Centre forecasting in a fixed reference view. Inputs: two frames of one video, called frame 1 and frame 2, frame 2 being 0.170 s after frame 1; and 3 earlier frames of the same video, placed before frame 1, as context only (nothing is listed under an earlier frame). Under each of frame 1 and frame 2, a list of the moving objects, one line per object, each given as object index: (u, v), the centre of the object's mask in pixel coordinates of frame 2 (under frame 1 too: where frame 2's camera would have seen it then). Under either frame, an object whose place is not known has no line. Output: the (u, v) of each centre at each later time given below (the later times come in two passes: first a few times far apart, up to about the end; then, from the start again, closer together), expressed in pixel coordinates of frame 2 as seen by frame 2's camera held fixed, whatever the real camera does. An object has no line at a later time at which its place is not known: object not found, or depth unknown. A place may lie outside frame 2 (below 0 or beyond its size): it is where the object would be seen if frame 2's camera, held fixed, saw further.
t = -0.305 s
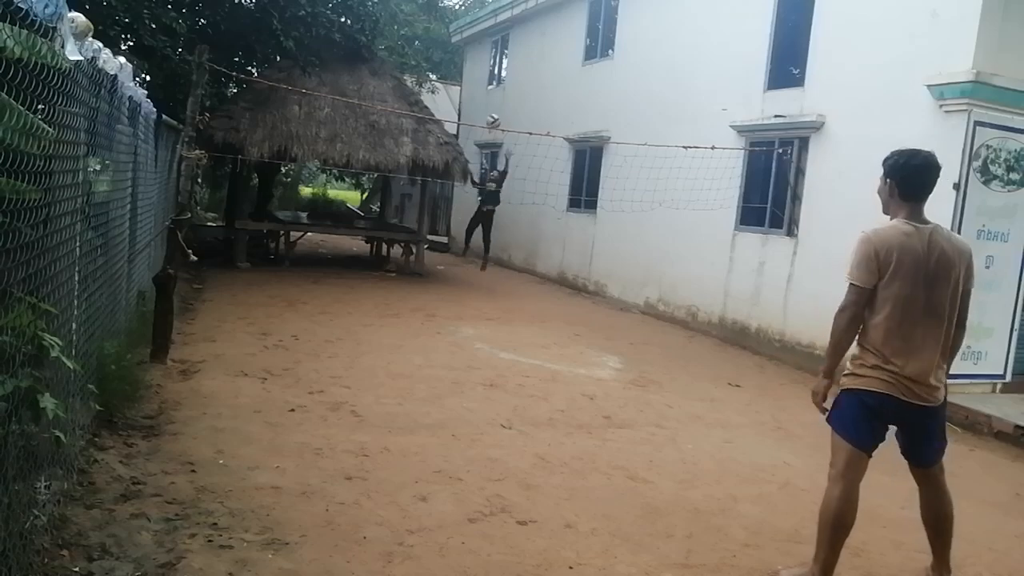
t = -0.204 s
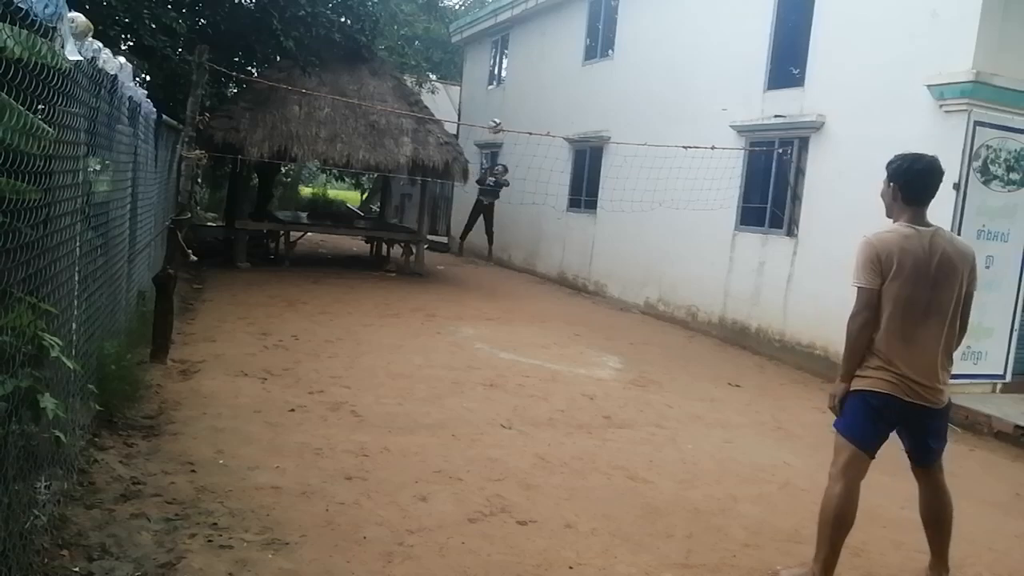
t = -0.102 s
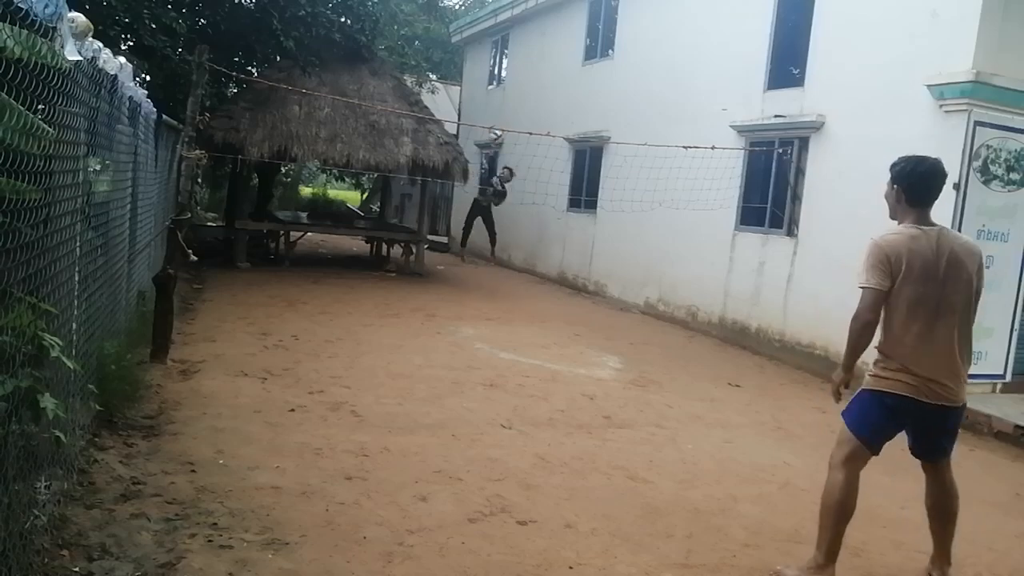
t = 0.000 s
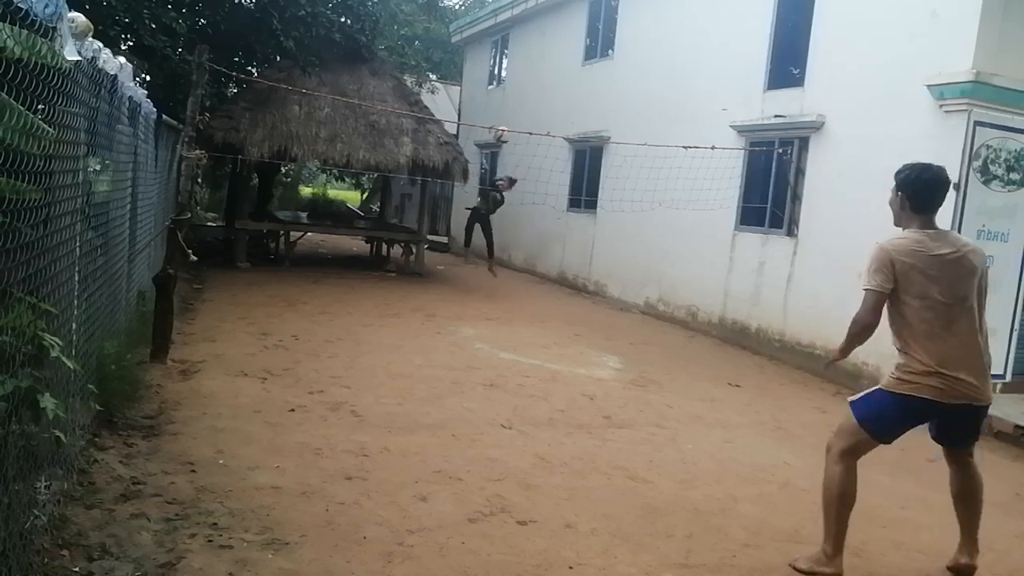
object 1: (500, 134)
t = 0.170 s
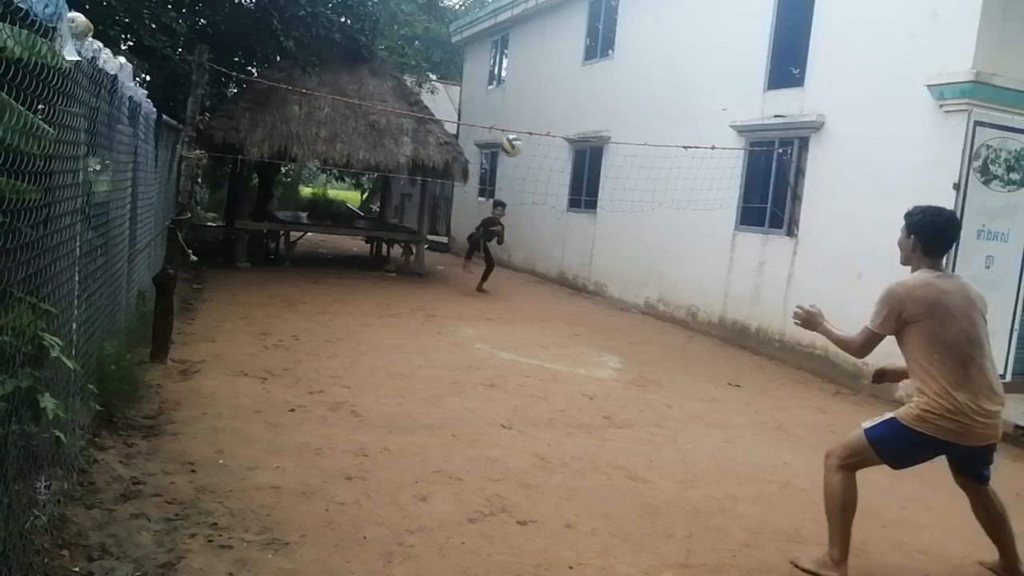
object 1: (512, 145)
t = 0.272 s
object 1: (516, 176)
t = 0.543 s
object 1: (596, 219)
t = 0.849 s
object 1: (734, 452)
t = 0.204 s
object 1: (513, 153)
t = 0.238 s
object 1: (514, 163)
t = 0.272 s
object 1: (516, 176)
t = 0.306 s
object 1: (520, 186)
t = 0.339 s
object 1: (531, 187)
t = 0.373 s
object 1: (541, 188)
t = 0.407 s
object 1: (551, 190)
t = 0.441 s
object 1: (562, 194)
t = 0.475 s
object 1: (573, 201)
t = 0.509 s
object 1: (584, 208)
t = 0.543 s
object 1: (596, 219)
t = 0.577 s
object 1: (608, 232)
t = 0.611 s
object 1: (622, 247)
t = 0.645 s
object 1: (635, 265)
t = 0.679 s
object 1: (649, 287)
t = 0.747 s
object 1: (681, 339)
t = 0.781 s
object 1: (697, 372)
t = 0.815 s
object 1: (715, 410)
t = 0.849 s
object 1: (734, 452)
